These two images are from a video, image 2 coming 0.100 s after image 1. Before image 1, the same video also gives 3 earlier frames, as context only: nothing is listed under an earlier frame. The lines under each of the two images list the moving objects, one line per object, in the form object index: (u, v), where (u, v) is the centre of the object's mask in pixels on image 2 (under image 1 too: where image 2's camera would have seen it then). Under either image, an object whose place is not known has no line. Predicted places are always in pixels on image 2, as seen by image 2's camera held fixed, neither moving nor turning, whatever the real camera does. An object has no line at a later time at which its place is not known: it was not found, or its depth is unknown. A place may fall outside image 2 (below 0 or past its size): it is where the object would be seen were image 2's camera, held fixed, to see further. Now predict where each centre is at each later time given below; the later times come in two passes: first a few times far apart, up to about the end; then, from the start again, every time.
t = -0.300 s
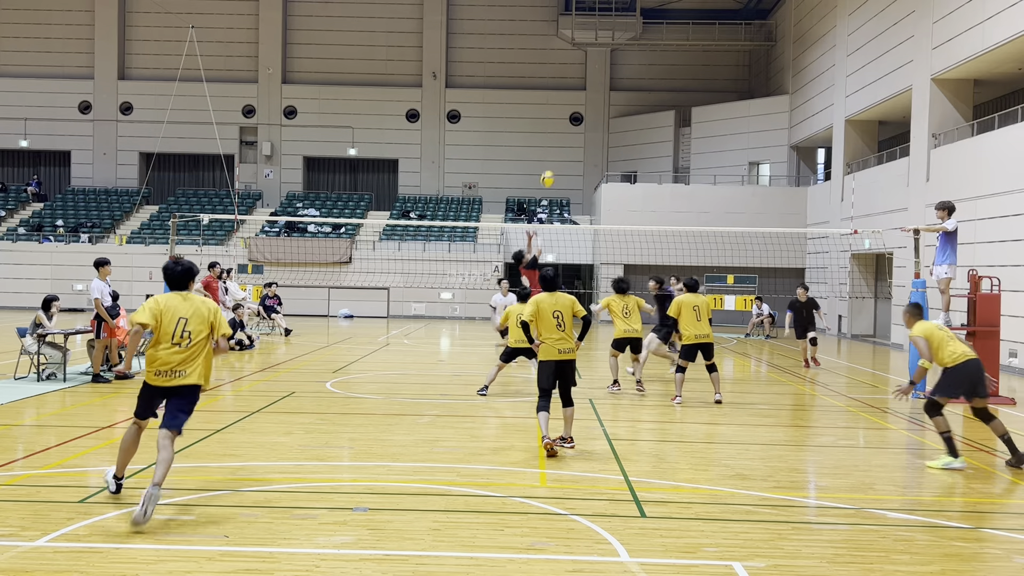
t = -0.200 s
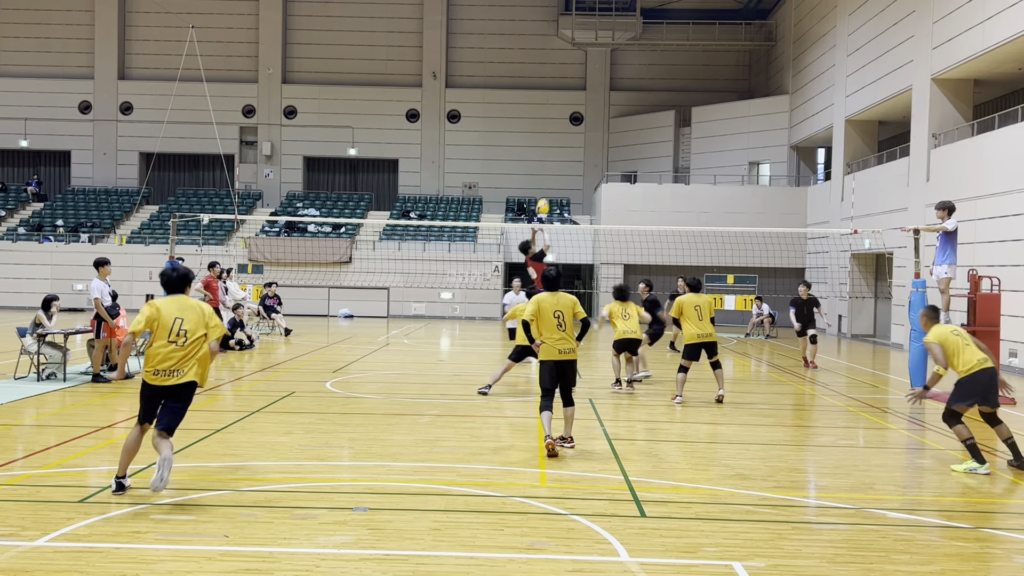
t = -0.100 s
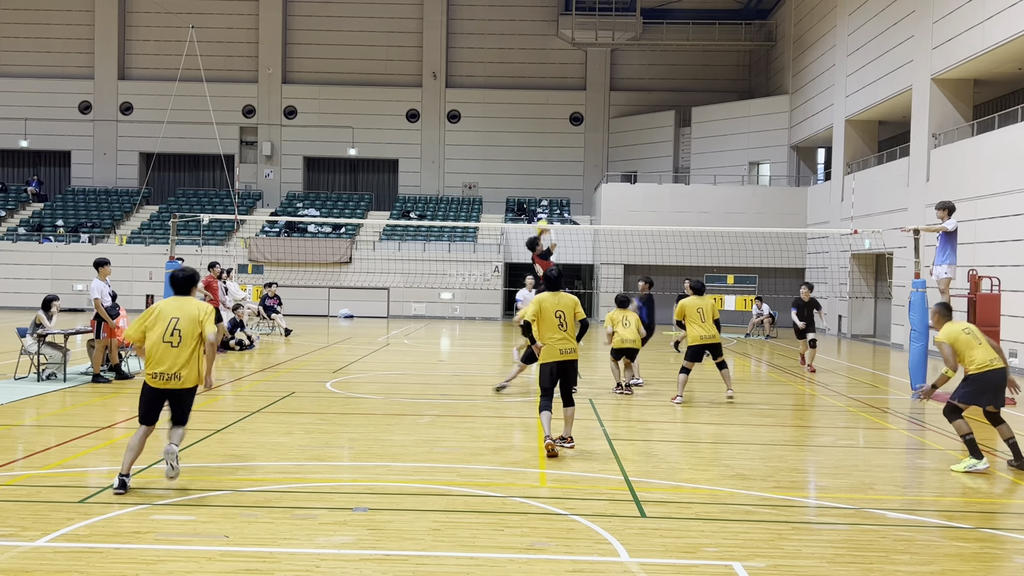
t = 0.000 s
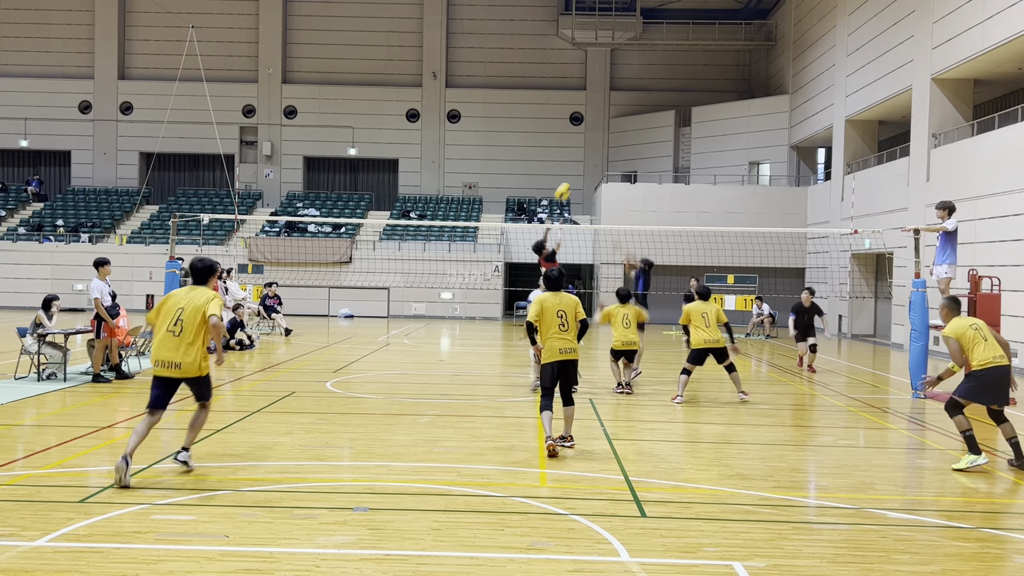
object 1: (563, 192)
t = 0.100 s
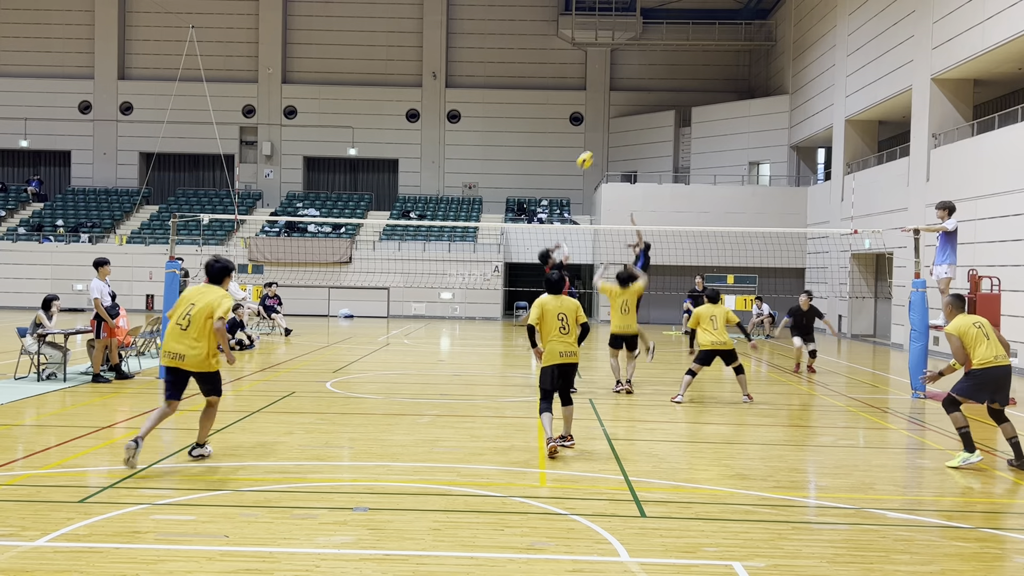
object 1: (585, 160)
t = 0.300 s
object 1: (629, 115)
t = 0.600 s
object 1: (691, 98)
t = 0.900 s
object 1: (750, 135)
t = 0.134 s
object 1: (592, 151)
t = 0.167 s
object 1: (599, 143)
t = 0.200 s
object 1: (607, 135)
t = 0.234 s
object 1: (614, 128)
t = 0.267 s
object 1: (622, 121)
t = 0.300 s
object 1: (629, 115)
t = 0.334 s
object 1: (637, 110)
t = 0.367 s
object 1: (643, 107)
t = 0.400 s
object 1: (650, 103)
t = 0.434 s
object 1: (657, 101)
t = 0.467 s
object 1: (664, 99)
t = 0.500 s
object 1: (671, 97)
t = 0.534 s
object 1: (678, 97)
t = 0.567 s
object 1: (685, 97)
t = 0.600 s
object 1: (691, 98)
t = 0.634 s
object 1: (698, 99)
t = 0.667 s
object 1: (705, 101)
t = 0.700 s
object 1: (711, 104)
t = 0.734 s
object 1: (718, 107)
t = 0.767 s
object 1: (725, 112)
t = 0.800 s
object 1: (731, 117)
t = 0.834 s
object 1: (737, 122)
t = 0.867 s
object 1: (744, 128)
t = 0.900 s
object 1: (750, 135)
